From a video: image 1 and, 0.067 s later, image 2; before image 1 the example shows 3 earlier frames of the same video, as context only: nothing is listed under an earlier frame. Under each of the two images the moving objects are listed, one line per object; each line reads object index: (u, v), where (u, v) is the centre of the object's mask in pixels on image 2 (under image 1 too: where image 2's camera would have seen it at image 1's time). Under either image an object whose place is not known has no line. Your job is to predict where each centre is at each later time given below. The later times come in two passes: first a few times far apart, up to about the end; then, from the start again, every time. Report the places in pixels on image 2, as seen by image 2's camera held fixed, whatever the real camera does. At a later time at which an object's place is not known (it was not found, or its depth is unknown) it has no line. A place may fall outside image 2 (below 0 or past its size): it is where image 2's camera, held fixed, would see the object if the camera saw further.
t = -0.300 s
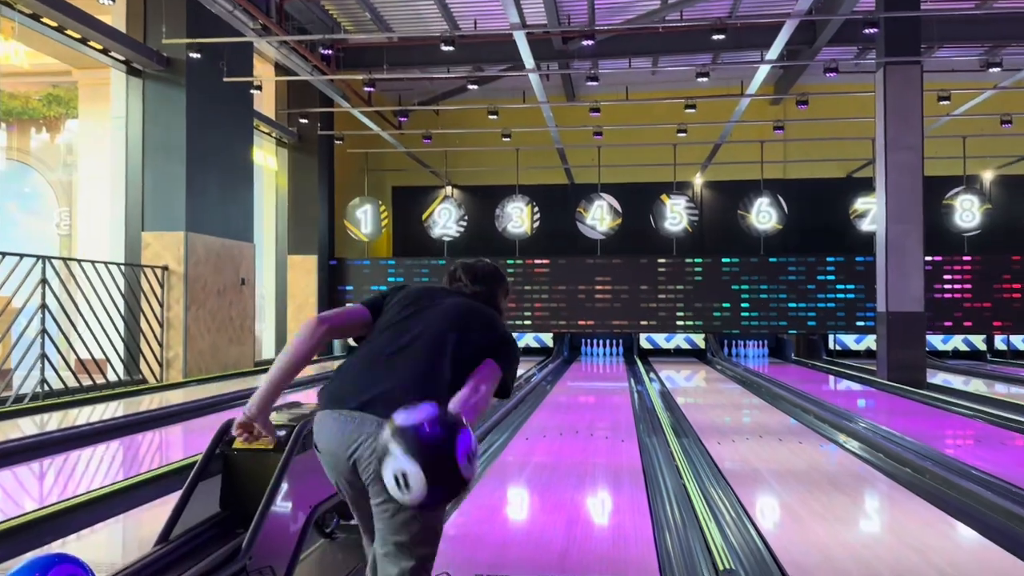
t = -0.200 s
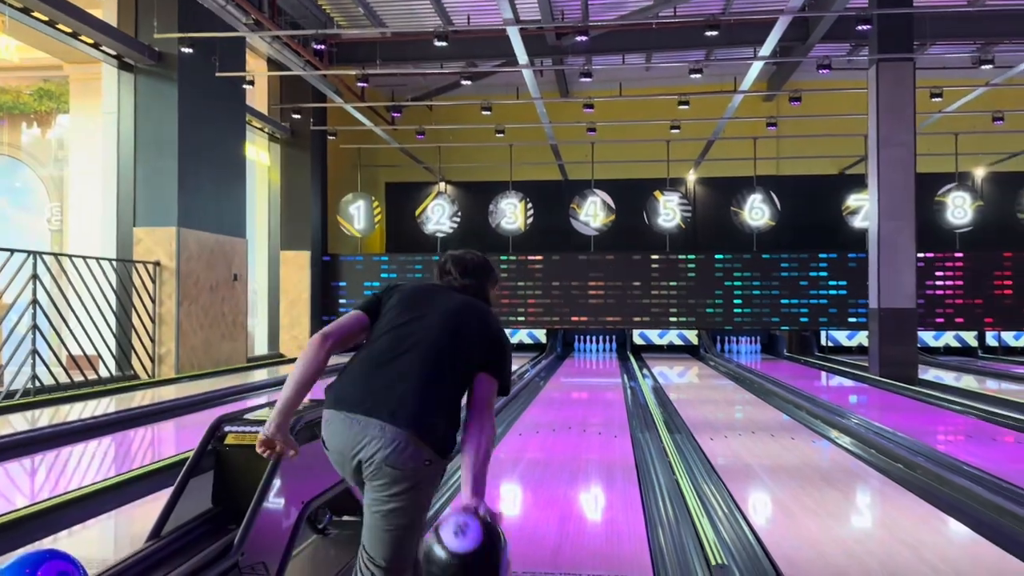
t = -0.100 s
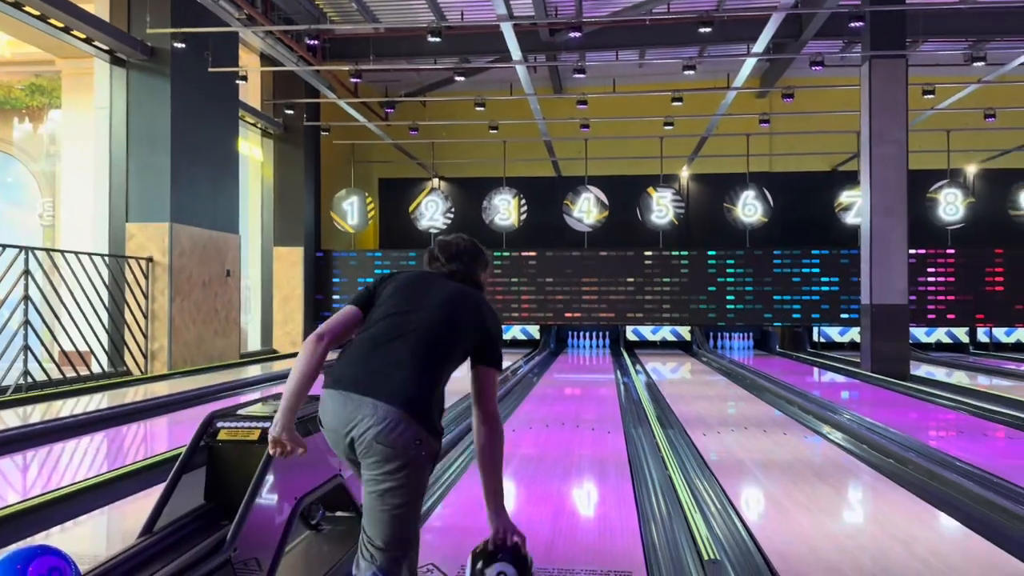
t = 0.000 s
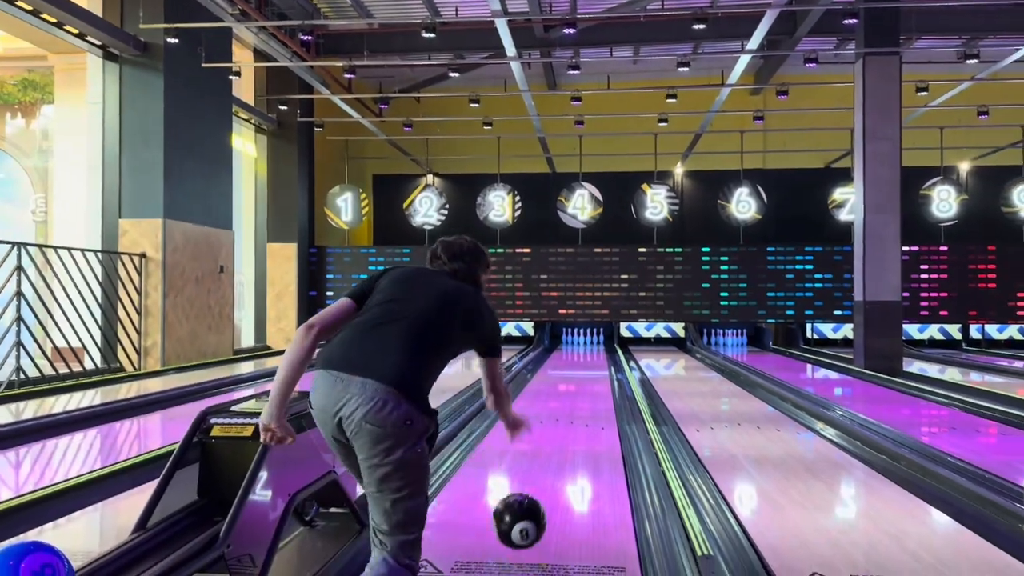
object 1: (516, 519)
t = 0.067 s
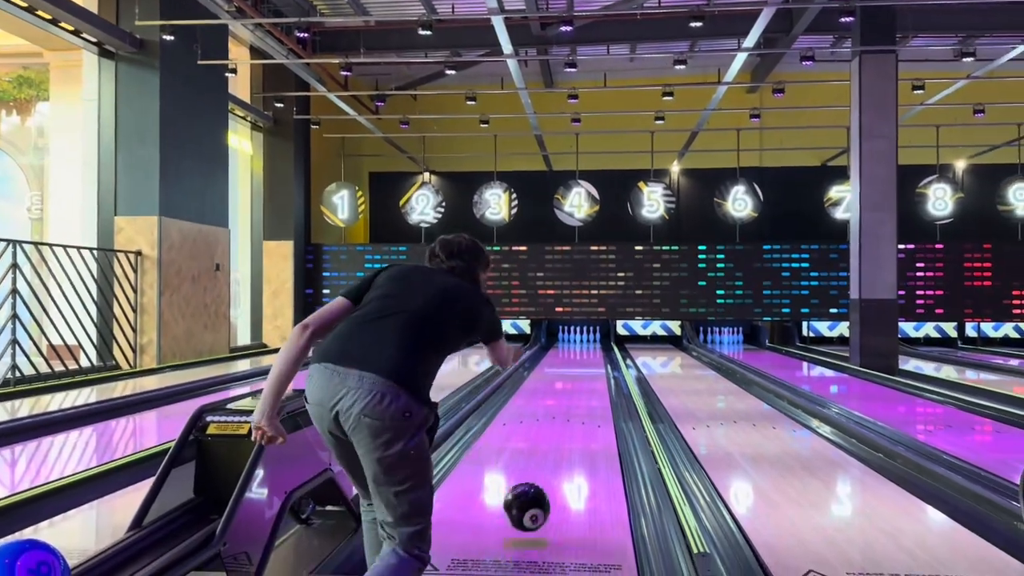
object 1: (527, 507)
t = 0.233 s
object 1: (545, 463)
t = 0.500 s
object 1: (561, 418)
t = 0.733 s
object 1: (569, 396)
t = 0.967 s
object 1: (574, 381)
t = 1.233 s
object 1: (578, 369)
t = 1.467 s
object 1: (580, 360)
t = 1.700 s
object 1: (581, 354)
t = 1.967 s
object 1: (582, 349)
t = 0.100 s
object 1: (531, 503)
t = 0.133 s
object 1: (535, 489)
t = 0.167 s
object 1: (539, 478)
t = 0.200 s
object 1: (542, 471)
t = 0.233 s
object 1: (545, 463)
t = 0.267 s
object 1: (548, 456)
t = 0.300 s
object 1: (550, 449)
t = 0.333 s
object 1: (552, 442)
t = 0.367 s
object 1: (554, 437)
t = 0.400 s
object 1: (556, 431)
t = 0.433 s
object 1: (558, 426)
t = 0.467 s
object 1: (559, 423)
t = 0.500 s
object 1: (561, 418)
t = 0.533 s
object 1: (563, 414)
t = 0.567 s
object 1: (563, 411)
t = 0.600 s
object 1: (565, 407)
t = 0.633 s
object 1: (566, 404)
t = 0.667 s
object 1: (567, 400)
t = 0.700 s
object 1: (568, 398)
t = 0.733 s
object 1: (569, 396)
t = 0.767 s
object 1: (570, 393)
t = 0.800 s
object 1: (570, 391)
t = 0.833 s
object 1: (571, 388)
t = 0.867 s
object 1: (572, 386)
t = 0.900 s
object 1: (572, 385)
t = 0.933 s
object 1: (573, 383)
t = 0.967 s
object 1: (574, 381)
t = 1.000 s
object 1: (574, 379)
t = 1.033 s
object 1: (575, 377)
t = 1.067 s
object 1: (576, 376)
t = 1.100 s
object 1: (576, 374)
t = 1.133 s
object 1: (577, 372)
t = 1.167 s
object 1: (577, 372)
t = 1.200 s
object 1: (577, 370)
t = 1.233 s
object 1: (578, 369)
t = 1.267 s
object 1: (578, 367)
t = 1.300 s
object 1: (578, 366)
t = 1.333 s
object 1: (579, 364)
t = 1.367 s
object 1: (579, 363)
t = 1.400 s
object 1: (579, 363)
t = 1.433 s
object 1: (580, 361)
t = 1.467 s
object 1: (580, 360)
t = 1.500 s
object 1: (581, 359)
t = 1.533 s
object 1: (581, 358)
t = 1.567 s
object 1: (581, 358)
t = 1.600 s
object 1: (581, 357)
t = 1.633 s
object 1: (581, 356)
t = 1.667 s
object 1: (581, 355)
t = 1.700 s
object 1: (581, 354)
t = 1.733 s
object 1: (582, 353)
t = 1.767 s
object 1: (582, 353)
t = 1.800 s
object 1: (582, 352)
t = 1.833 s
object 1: (582, 352)
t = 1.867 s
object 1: (582, 351)
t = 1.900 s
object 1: (582, 350)
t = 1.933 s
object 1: (582, 350)
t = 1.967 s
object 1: (582, 349)
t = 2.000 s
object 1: (582, 348)
